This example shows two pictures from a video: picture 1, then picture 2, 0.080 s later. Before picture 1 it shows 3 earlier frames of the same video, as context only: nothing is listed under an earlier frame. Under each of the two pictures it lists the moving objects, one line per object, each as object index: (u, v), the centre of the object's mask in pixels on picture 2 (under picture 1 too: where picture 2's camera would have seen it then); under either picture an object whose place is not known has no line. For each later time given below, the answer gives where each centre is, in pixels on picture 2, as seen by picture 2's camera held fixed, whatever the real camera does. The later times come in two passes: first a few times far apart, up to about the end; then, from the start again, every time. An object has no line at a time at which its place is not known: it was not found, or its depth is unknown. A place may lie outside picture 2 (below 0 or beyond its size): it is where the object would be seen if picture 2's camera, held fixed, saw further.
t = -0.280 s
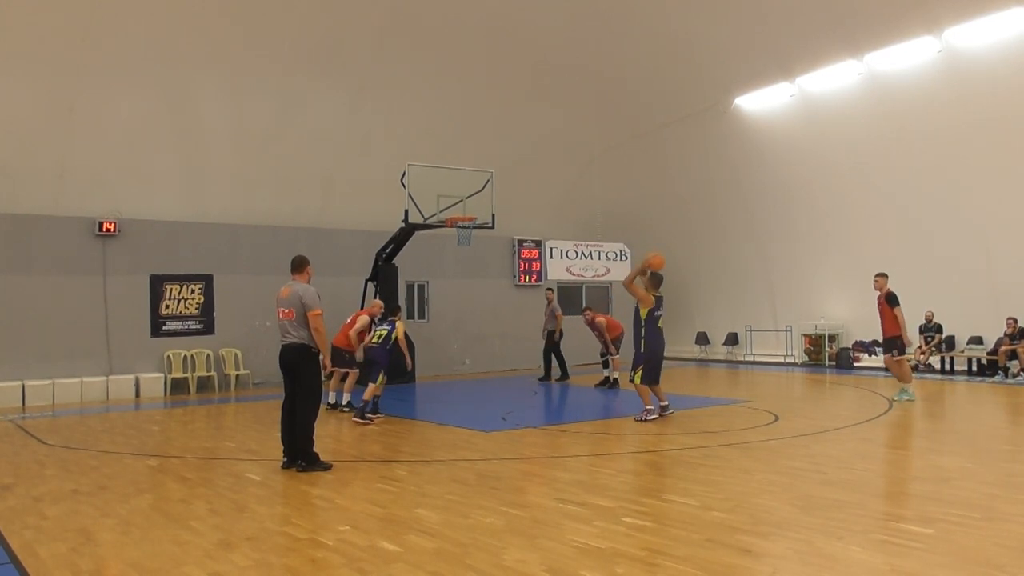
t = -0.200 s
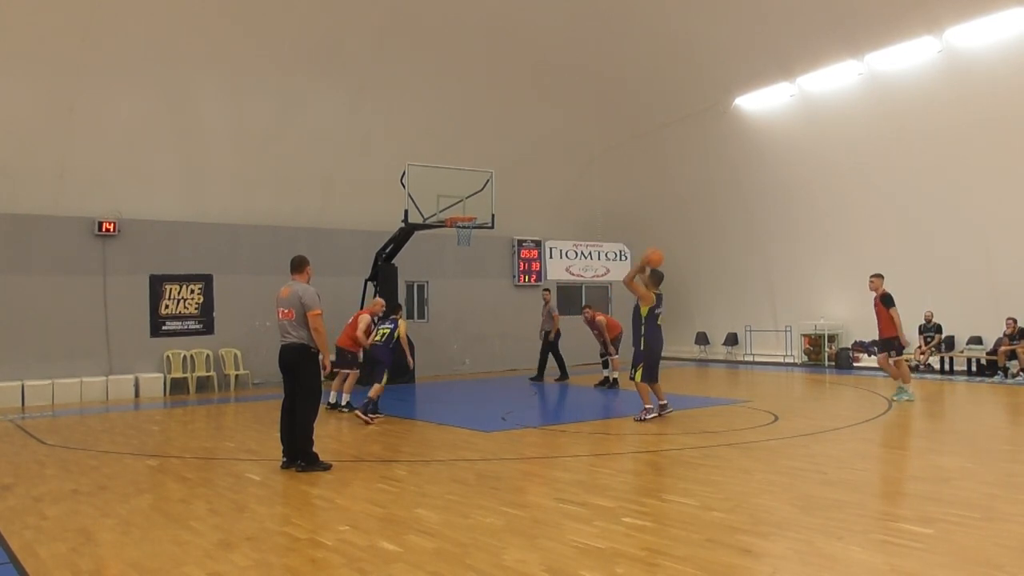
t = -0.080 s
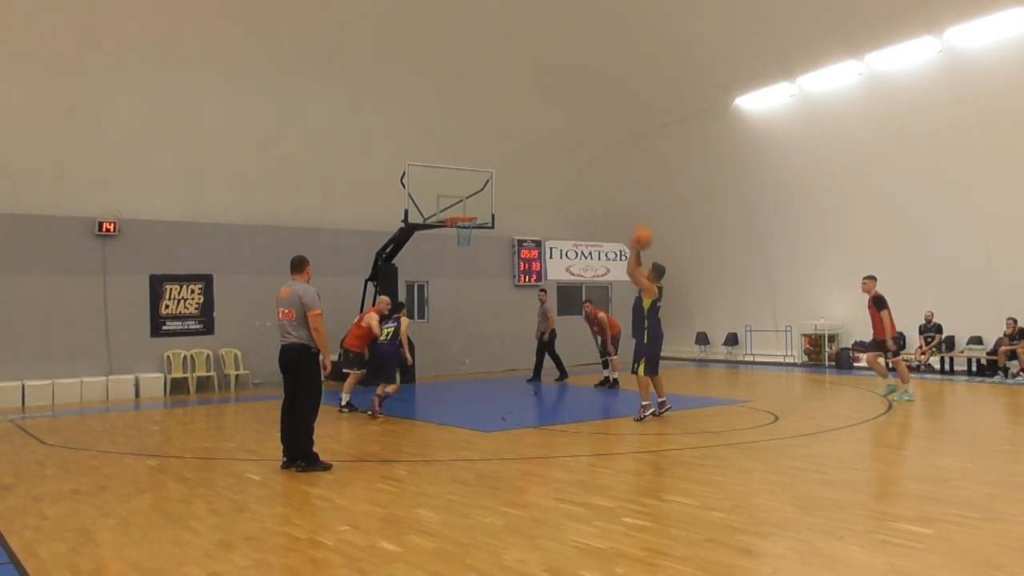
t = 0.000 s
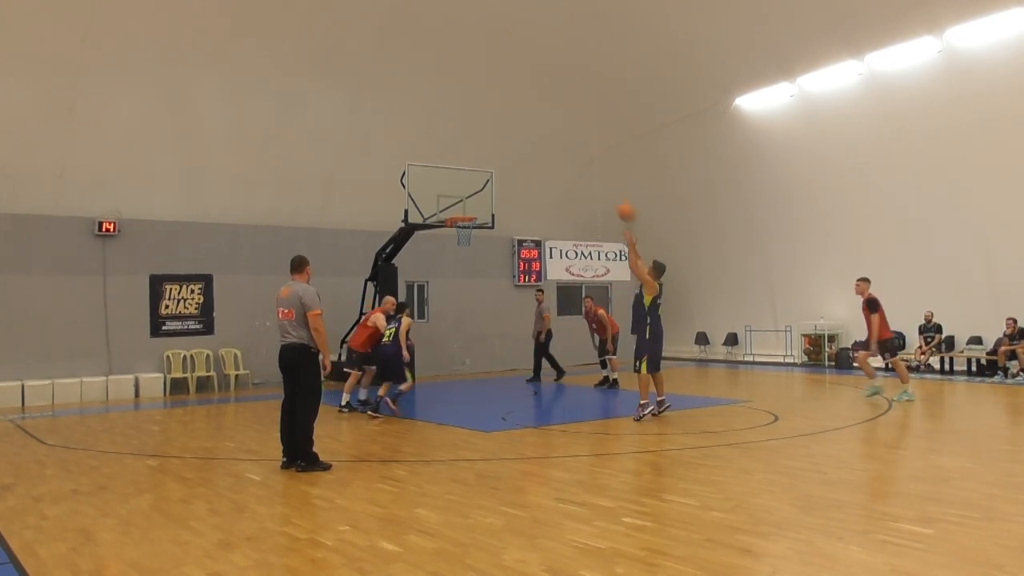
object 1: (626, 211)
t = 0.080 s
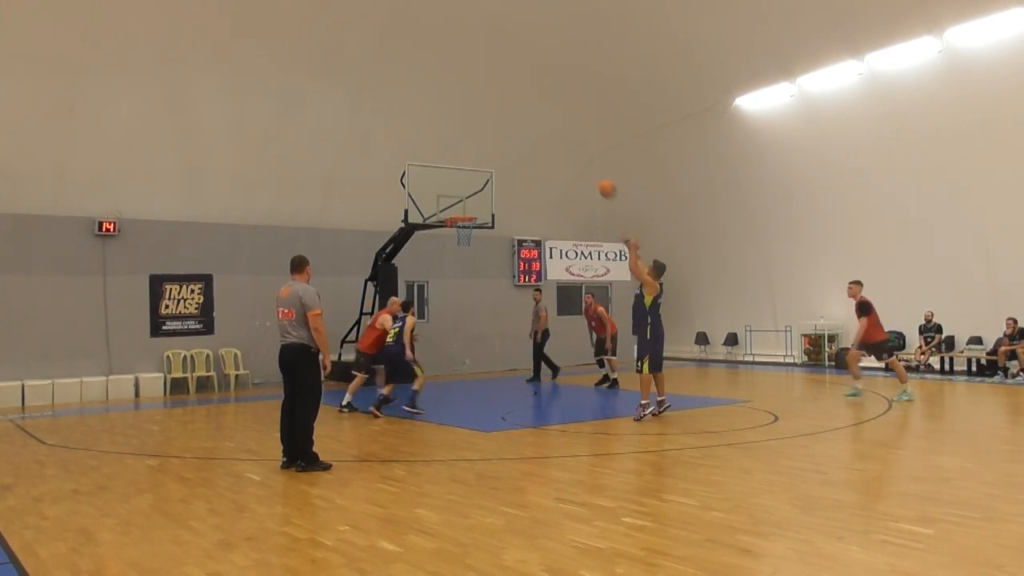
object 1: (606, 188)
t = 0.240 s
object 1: (571, 159)
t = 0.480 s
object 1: (527, 148)
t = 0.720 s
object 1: (489, 173)
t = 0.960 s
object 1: (461, 203)
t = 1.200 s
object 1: (455, 165)
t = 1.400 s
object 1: (450, 157)
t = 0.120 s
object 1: (597, 178)
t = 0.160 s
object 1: (588, 171)
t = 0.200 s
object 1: (580, 164)
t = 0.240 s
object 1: (571, 159)
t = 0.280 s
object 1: (564, 154)
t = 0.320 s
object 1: (556, 151)
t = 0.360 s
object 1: (548, 149)
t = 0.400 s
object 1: (541, 148)
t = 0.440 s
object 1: (533, 148)
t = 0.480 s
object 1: (527, 148)
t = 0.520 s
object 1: (520, 151)
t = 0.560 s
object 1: (513, 153)
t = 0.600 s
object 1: (507, 157)
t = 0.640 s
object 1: (501, 162)
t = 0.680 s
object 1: (494, 167)
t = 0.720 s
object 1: (489, 173)
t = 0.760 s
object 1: (483, 180)
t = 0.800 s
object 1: (477, 188)
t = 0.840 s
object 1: (472, 197)
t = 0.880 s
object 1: (466, 205)
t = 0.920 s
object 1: (462, 209)
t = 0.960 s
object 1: (461, 203)
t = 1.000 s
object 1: (460, 194)
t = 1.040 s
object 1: (459, 187)
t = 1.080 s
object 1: (458, 180)
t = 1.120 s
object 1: (457, 174)
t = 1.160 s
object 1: (456, 170)
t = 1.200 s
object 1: (455, 165)
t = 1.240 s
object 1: (454, 161)
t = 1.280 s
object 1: (453, 159)
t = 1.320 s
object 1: (452, 158)
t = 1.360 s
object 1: (451, 157)
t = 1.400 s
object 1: (450, 157)
